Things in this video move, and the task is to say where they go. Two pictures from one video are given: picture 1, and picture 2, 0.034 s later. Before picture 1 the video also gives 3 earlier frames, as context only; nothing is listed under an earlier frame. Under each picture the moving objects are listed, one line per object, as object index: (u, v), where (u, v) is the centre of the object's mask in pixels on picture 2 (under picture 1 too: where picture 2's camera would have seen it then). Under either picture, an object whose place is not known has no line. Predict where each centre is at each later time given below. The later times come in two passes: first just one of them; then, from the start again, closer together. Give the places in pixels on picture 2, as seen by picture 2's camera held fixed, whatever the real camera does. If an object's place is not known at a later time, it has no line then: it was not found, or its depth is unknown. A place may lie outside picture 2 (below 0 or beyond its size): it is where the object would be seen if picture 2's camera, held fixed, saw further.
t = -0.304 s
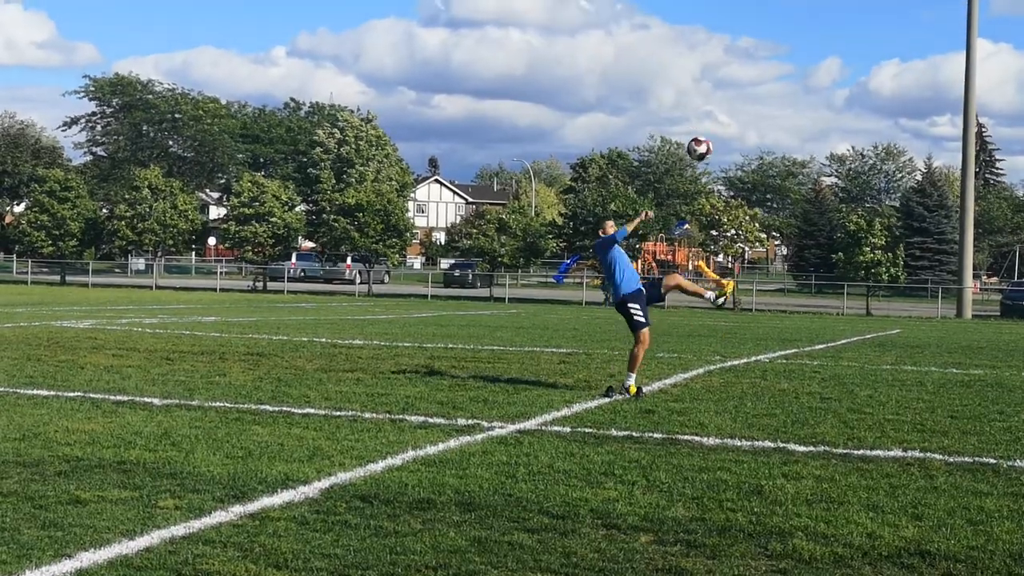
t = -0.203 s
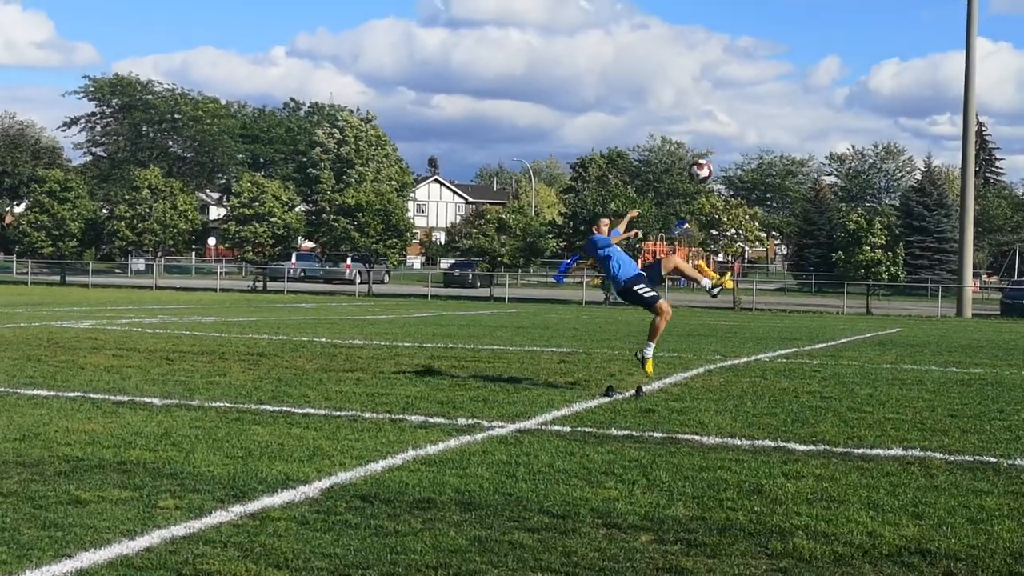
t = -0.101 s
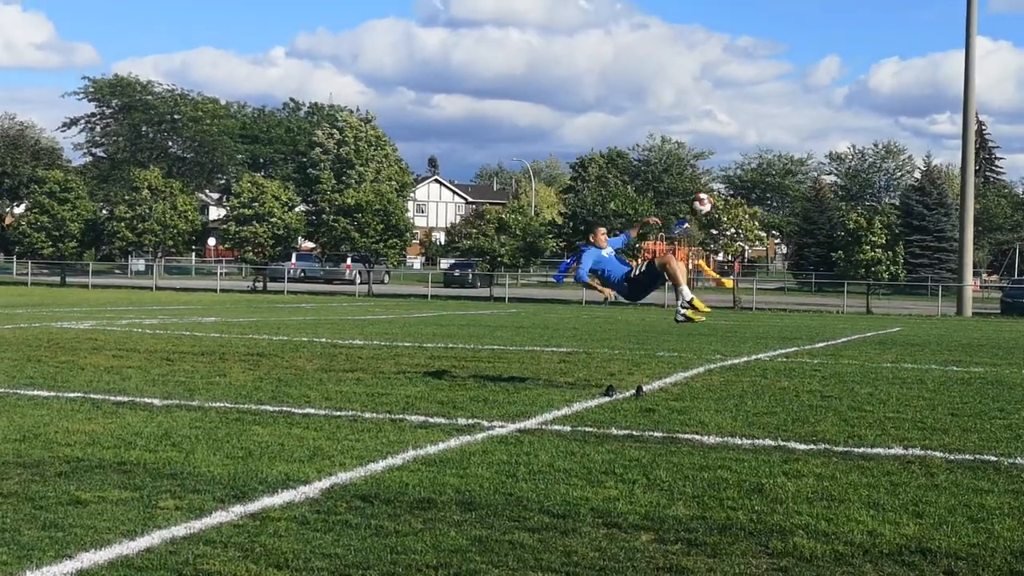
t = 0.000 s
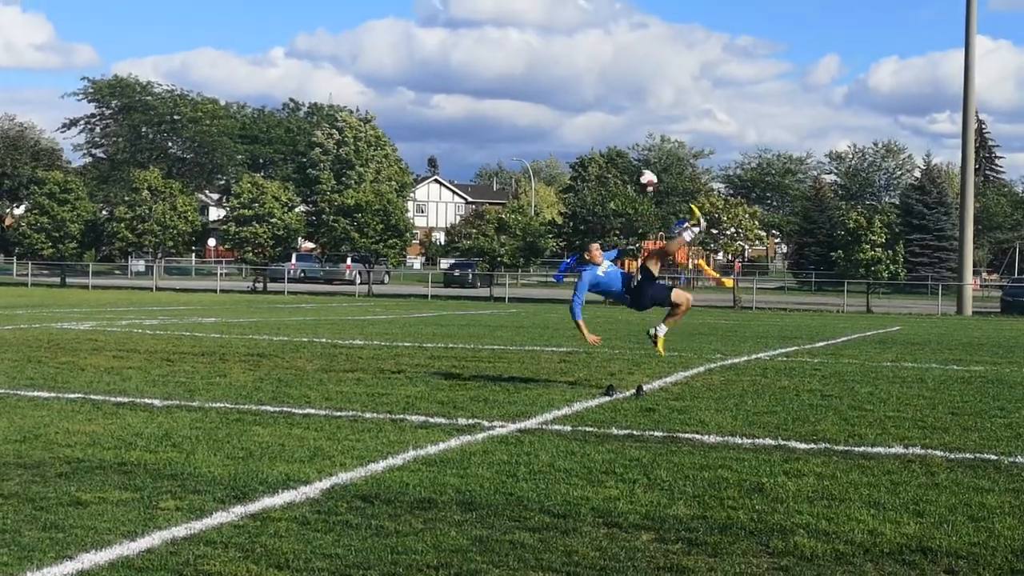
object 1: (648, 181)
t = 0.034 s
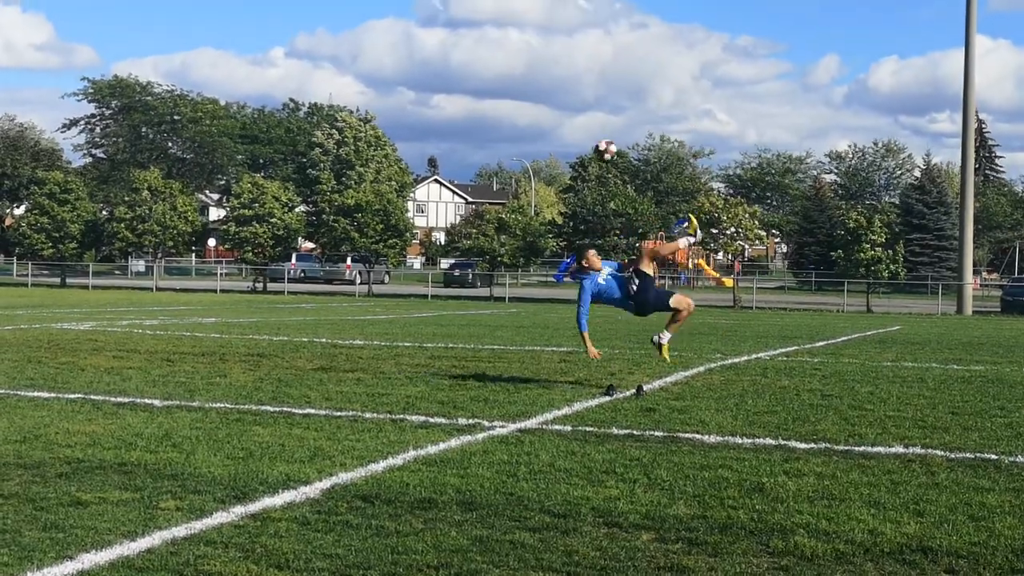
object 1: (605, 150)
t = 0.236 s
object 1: (390, 17)
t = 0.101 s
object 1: (529, 98)
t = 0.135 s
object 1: (493, 75)
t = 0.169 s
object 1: (458, 54)
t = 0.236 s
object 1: (390, 17)
